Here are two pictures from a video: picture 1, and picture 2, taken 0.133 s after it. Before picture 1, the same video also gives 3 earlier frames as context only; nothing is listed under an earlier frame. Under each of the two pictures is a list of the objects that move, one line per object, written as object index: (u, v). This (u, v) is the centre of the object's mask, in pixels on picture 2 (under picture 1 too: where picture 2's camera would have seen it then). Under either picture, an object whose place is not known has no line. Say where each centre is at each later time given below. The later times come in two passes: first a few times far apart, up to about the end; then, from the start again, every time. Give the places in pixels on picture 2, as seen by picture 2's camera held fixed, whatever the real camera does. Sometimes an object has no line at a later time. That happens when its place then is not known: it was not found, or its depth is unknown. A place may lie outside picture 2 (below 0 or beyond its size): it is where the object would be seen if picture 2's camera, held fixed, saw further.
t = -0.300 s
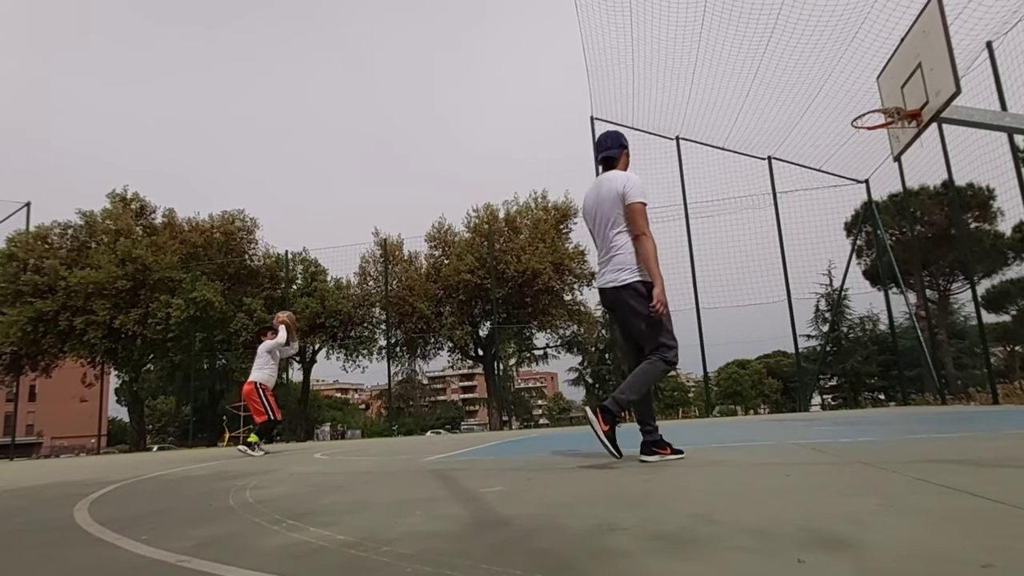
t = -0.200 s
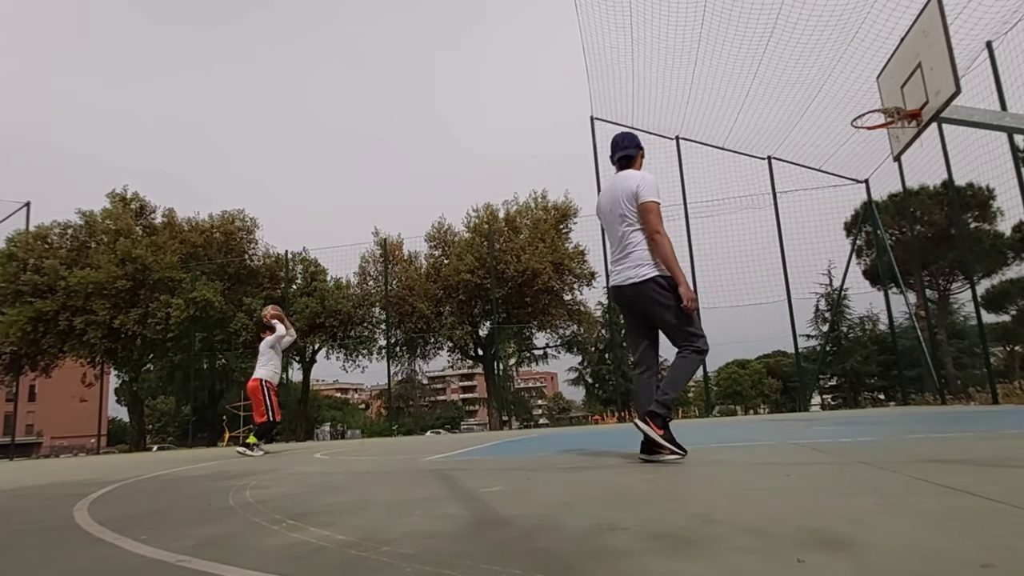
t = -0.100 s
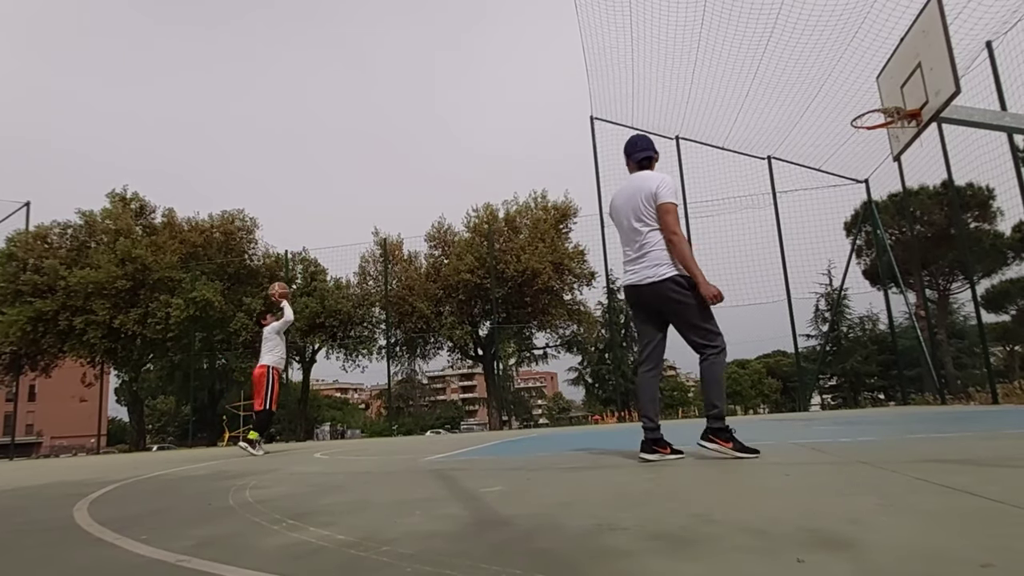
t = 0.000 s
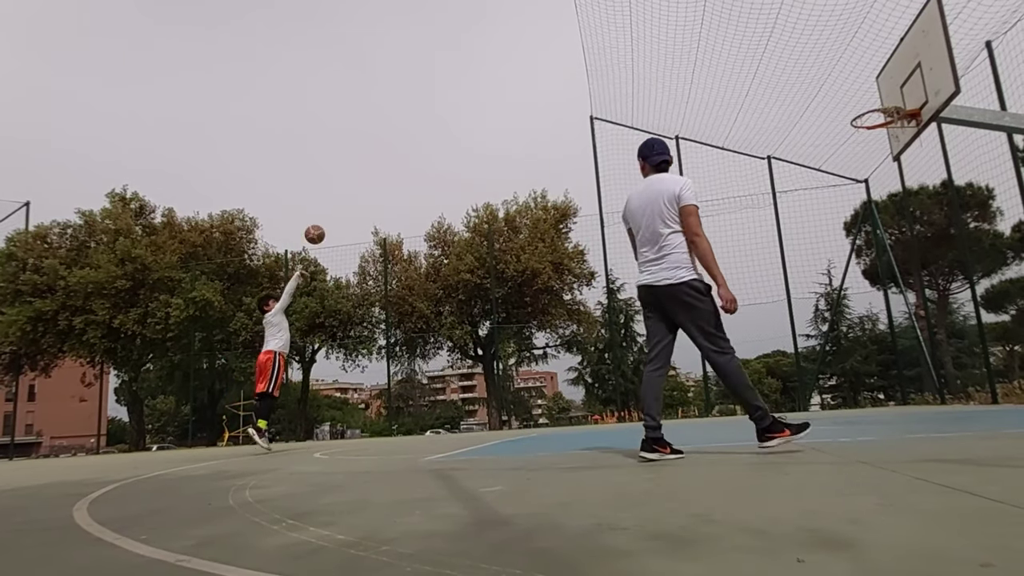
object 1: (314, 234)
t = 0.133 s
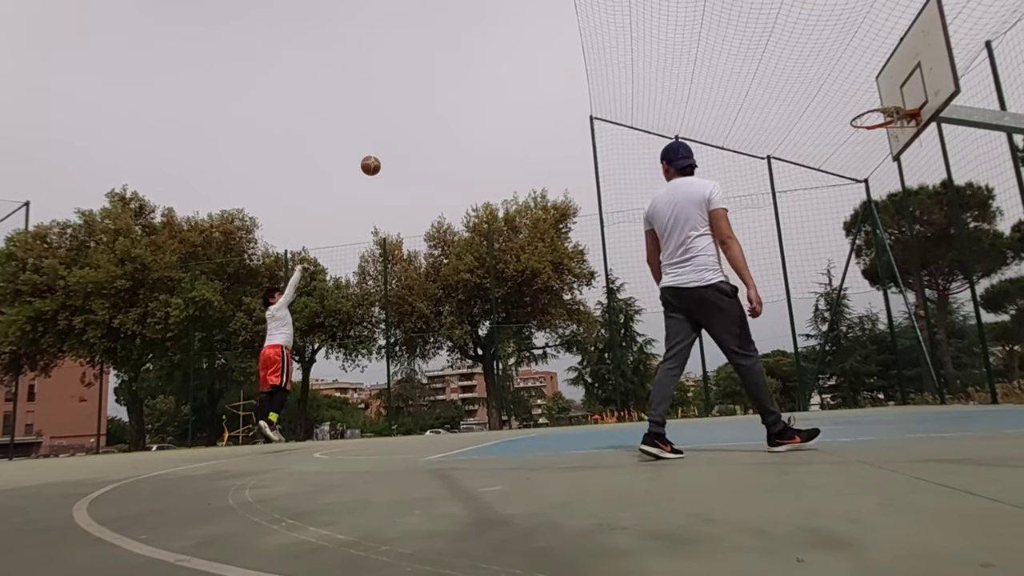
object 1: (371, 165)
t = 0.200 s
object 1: (399, 136)
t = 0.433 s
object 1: (500, 61)
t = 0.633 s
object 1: (591, 27)
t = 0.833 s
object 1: (689, 22)
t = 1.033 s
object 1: (798, 52)
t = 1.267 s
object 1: (906, 75)
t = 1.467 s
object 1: (853, 64)
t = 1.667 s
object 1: (808, 86)
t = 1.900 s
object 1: (762, 159)
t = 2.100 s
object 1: (727, 264)
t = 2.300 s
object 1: (694, 414)
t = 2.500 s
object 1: (676, 313)
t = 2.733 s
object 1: (662, 232)
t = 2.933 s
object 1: (655, 205)
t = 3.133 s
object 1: (652, 216)
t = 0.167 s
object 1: (385, 150)
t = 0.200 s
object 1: (399, 136)
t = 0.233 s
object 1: (413, 123)
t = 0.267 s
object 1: (427, 110)
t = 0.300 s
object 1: (442, 99)
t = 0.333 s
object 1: (456, 88)
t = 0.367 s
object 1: (471, 78)
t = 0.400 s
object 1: (485, 69)
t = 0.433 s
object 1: (500, 61)
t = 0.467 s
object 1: (515, 53)
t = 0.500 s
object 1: (530, 46)
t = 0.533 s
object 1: (545, 40)
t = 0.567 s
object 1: (560, 35)
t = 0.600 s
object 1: (576, 31)
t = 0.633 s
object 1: (591, 27)
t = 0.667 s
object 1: (607, 24)
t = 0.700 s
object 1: (623, 22)
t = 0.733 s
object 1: (639, 21)
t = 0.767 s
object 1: (656, 20)
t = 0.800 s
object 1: (672, 21)
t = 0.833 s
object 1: (689, 22)
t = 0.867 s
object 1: (707, 25)
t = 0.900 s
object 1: (724, 28)
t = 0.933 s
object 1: (742, 32)
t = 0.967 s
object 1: (760, 38)
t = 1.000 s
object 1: (779, 44)
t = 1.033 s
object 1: (798, 52)
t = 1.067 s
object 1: (818, 60)
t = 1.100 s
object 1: (838, 69)
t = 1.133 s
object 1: (859, 80)
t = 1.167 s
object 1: (881, 92)
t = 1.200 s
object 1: (894, 92)
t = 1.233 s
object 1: (904, 82)
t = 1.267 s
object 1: (906, 75)
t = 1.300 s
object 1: (897, 71)
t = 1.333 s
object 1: (888, 67)
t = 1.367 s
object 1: (879, 65)
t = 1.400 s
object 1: (871, 64)
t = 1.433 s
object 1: (862, 63)
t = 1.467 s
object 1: (853, 64)
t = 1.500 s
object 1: (845, 65)
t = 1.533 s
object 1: (837, 67)
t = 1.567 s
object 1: (829, 70)
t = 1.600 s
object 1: (822, 74)
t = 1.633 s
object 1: (815, 80)
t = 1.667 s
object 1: (808, 86)
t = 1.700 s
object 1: (801, 93)
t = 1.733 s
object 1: (794, 102)
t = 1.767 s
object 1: (788, 111)
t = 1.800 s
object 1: (781, 122)
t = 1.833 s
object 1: (774, 133)
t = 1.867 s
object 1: (768, 146)
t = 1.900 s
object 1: (762, 159)
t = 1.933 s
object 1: (755, 173)
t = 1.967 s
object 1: (749, 189)
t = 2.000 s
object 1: (744, 205)
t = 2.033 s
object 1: (738, 224)
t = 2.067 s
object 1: (733, 243)
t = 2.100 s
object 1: (727, 264)
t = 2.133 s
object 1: (722, 286)
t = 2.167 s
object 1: (716, 309)
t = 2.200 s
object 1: (711, 333)
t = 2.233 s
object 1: (705, 359)
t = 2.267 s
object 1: (697, 384)
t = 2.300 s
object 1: (694, 414)
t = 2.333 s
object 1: (690, 406)
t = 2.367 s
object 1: (688, 382)
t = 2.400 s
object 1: (684, 365)
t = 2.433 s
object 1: (681, 346)
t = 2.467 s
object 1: (679, 329)
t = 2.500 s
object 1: (676, 313)
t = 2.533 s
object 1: (673, 297)
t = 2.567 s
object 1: (671, 284)
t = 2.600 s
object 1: (669, 271)
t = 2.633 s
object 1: (667, 260)
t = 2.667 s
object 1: (665, 249)
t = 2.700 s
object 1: (663, 240)
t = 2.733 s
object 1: (662, 232)
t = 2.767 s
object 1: (660, 225)
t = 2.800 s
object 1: (659, 219)
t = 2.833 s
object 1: (658, 214)
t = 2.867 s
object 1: (657, 210)
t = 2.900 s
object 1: (656, 207)
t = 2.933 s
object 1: (655, 205)
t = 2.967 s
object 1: (654, 205)
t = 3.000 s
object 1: (653, 205)
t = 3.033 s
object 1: (653, 206)
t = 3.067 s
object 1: (652, 209)
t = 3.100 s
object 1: (652, 212)
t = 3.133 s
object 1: (652, 216)
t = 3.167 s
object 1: (652, 221)
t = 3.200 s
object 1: (652, 228)
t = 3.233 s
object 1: (652, 236)
